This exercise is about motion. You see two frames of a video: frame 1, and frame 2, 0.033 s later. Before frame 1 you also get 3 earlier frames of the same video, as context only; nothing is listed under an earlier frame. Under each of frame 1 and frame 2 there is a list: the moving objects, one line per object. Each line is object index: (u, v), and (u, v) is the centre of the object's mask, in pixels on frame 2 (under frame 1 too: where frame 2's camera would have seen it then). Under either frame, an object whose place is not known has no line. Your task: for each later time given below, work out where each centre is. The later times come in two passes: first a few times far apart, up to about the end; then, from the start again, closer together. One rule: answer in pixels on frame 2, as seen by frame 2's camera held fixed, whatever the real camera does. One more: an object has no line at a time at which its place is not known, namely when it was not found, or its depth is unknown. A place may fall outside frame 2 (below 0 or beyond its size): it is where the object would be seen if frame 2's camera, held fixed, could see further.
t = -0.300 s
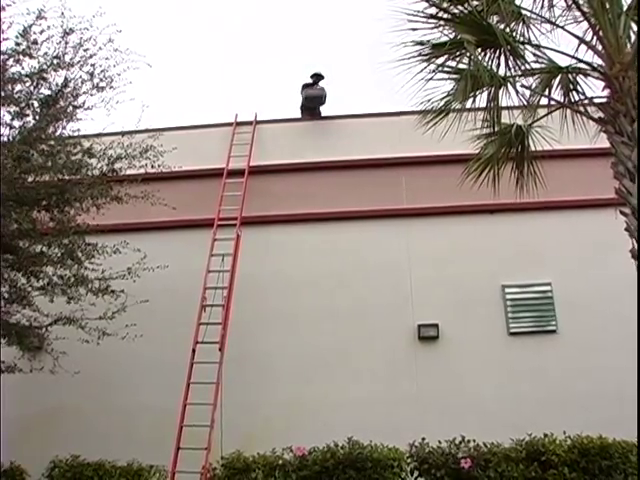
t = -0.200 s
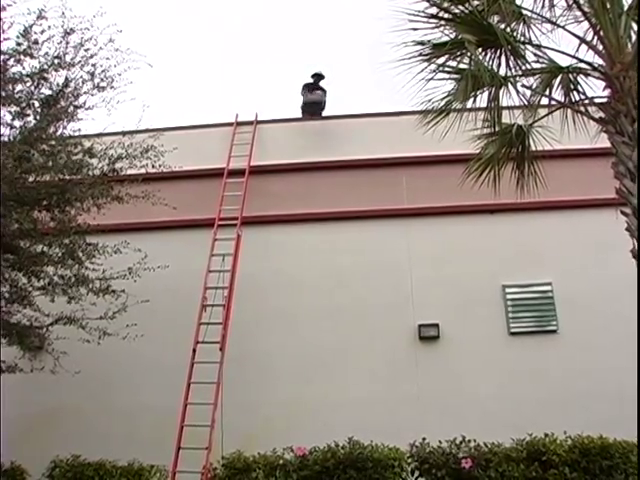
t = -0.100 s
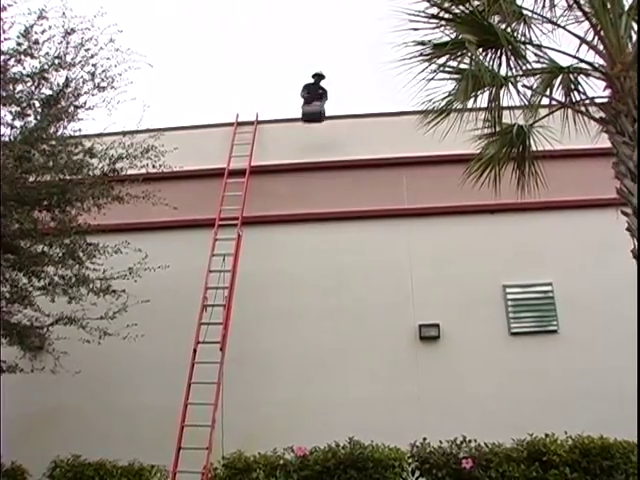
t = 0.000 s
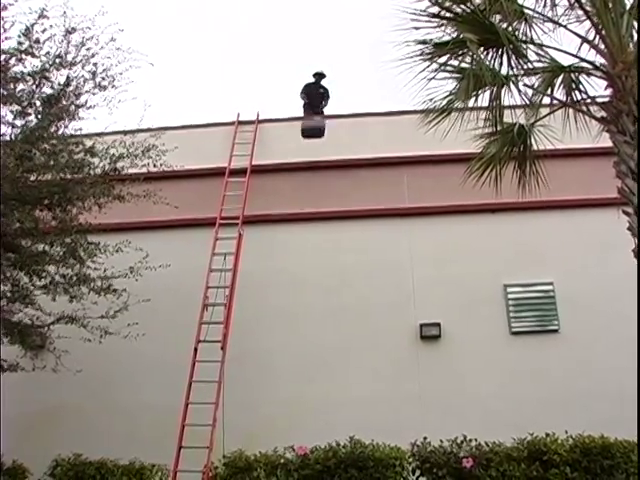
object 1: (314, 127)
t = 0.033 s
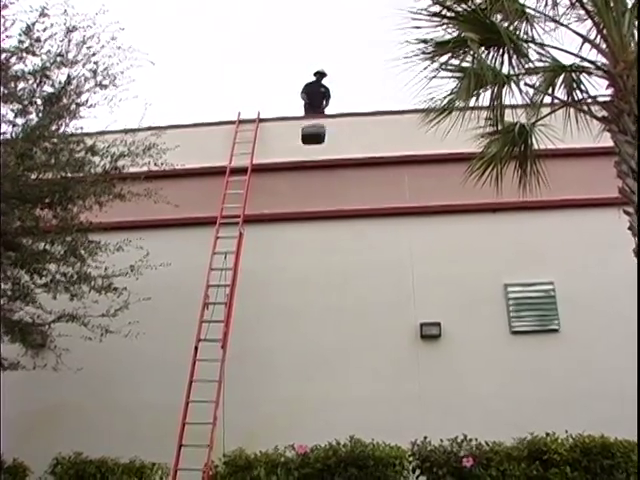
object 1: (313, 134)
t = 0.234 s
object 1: (310, 190)
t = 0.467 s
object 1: (306, 295)
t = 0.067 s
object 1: (313, 142)
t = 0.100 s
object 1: (312, 150)
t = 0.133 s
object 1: (312, 158)
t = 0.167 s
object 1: (311, 169)
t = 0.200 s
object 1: (311, 179)
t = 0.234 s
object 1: (310, 190)
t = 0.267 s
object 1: (309, 202)
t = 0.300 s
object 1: (309, 215)
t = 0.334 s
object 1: (308, 228)
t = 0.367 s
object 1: (308, 244)
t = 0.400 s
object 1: (307, 260)
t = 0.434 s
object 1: (307, 277)
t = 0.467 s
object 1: (306, 295)
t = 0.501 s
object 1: (306, 314)
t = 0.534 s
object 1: (305, 335)
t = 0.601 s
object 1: (304, 381)
